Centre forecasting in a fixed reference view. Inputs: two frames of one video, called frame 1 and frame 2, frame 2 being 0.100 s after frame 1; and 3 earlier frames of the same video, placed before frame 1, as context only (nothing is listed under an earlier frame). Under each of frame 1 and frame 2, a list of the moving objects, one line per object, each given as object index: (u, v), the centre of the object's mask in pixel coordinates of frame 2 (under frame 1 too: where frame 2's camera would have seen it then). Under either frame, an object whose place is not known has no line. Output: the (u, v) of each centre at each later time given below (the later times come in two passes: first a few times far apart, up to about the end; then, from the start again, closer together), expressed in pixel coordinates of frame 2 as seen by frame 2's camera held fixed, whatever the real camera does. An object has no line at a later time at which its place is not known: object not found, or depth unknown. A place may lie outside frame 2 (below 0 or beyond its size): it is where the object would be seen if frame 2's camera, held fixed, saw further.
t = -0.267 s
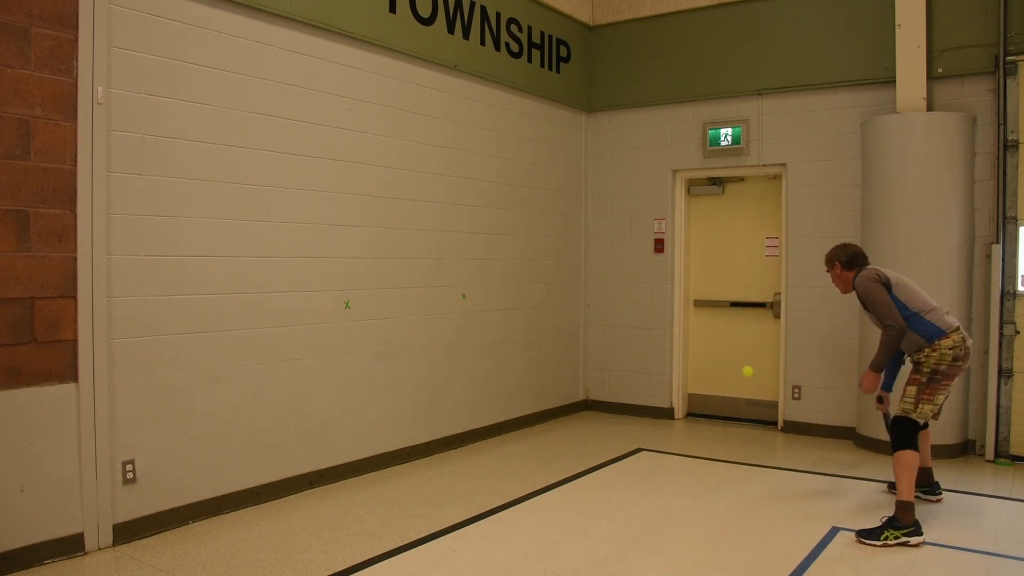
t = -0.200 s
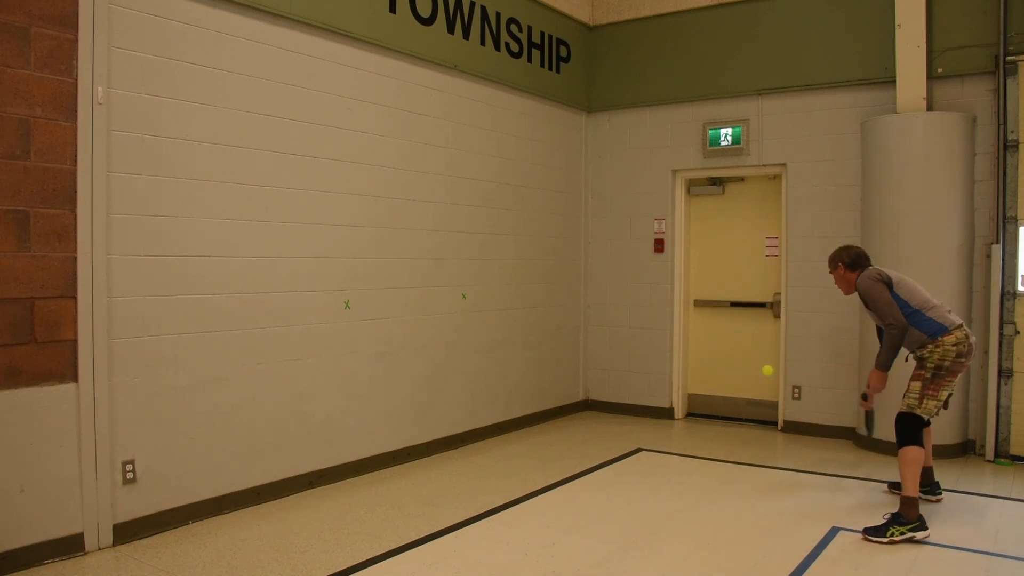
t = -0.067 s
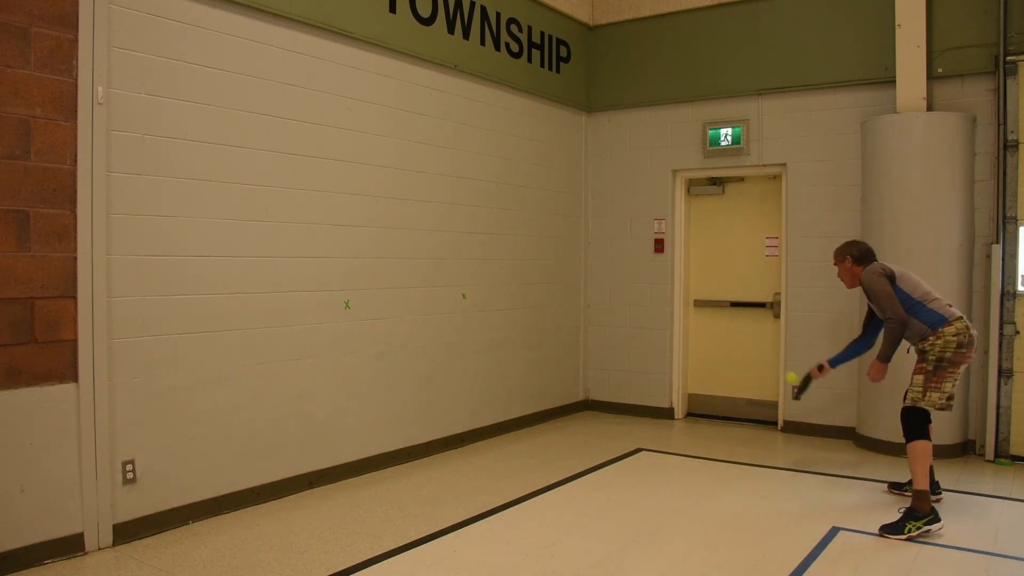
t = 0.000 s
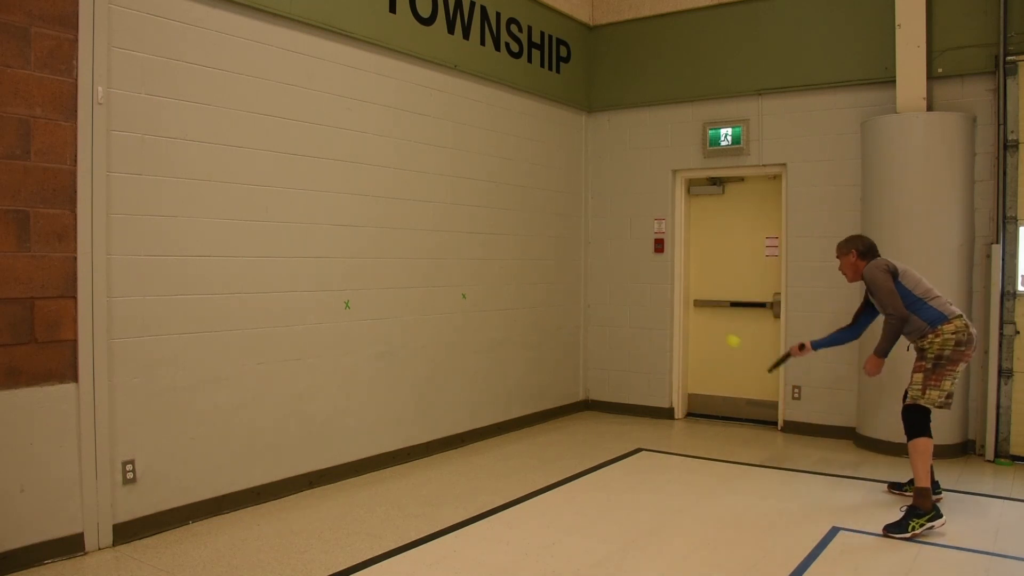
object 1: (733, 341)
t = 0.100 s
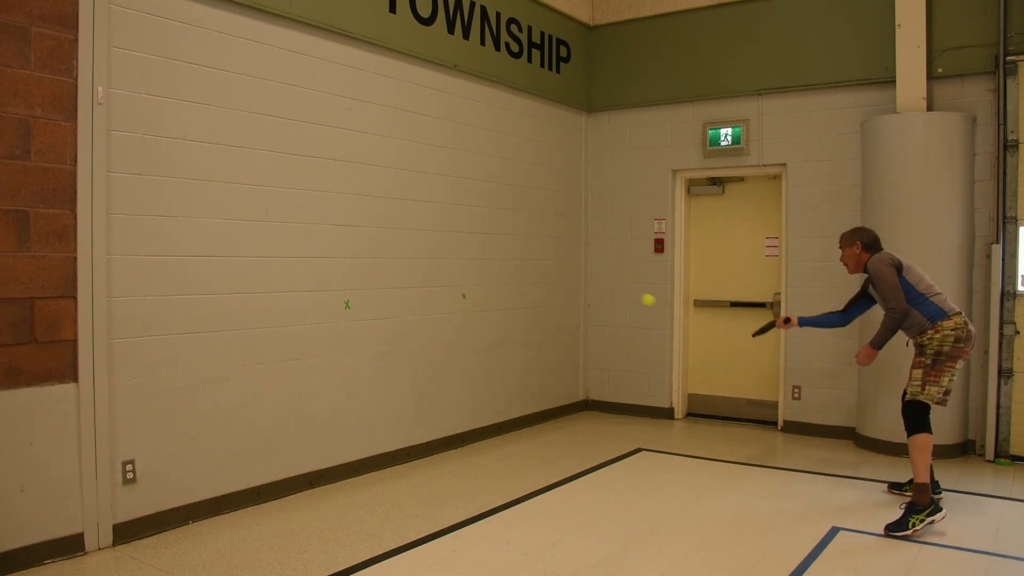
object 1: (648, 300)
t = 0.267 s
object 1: (516, 266)
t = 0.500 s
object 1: (472, 283)
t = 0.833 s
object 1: (585, 471)
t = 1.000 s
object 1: (635, 451)
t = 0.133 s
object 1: (621, 289)
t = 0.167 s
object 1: (593, 281)
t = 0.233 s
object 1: (541, 269)
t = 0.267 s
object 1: (516, 266)
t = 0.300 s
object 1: (491, 264)
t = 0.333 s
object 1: (466, 263)
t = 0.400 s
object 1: (443, 267)
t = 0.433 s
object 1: (452, 271)
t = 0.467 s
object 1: (462, 276)
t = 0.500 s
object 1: (472, 283)
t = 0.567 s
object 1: (493, 303)
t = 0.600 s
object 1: (504, 316)
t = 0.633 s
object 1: (515, 331)
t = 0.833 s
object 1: (585, 471)
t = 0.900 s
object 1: (607, 487)
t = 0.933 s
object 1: (616, 473)
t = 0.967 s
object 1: (625, 461)
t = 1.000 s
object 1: (635, 451)
